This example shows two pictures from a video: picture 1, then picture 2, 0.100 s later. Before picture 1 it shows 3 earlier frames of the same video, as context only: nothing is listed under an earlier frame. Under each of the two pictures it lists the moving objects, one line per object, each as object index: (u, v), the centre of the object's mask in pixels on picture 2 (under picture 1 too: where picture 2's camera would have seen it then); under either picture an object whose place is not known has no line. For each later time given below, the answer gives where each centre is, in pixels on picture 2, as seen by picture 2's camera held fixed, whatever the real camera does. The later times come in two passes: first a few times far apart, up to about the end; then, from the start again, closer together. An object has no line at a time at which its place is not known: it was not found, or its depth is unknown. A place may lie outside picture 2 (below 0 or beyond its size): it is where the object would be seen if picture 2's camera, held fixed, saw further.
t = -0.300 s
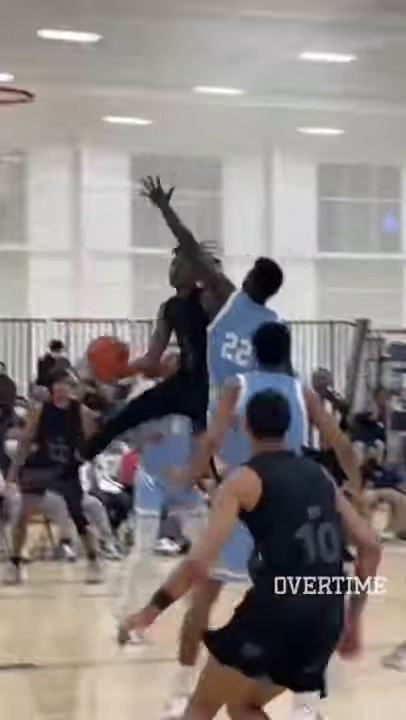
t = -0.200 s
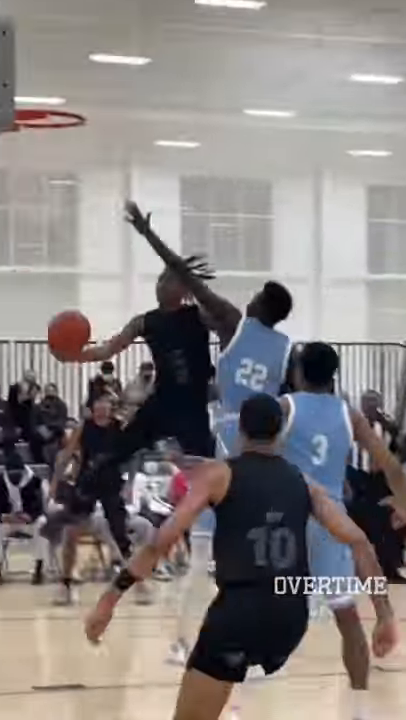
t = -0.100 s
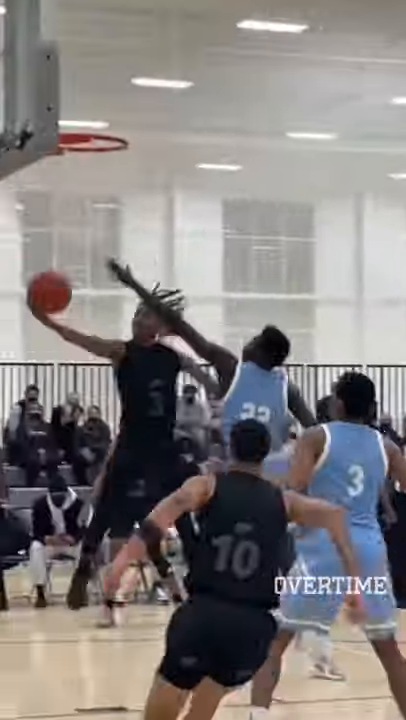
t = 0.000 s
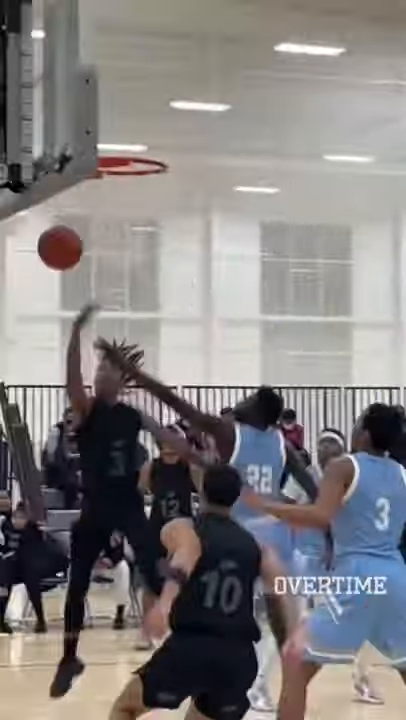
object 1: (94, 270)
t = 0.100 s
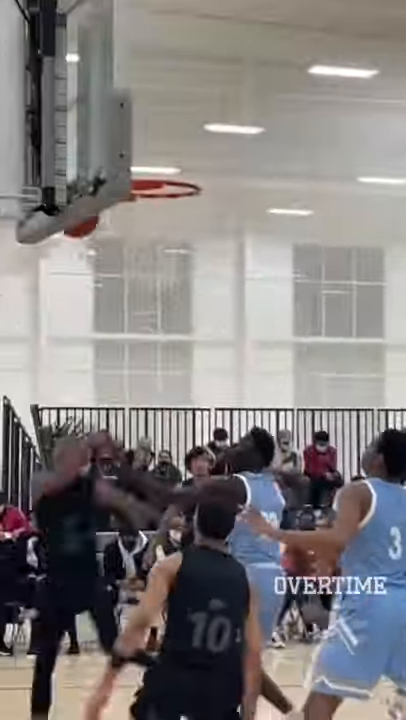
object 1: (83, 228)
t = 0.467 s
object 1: (155, 149)
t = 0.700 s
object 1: (143, 190)
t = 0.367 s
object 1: (140, 142)
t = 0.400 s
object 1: (144, 142)
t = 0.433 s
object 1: (149, 144)
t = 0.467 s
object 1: (155, 149)
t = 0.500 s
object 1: (165, 156)
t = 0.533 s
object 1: (175, 162)
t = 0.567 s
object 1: (180, 168)
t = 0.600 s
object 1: (169, 167)
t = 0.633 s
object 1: (159, 168)
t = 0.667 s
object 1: (150, 182)
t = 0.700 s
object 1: (143, 190)
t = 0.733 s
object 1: (143, 195)
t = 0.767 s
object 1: (144, 201)
